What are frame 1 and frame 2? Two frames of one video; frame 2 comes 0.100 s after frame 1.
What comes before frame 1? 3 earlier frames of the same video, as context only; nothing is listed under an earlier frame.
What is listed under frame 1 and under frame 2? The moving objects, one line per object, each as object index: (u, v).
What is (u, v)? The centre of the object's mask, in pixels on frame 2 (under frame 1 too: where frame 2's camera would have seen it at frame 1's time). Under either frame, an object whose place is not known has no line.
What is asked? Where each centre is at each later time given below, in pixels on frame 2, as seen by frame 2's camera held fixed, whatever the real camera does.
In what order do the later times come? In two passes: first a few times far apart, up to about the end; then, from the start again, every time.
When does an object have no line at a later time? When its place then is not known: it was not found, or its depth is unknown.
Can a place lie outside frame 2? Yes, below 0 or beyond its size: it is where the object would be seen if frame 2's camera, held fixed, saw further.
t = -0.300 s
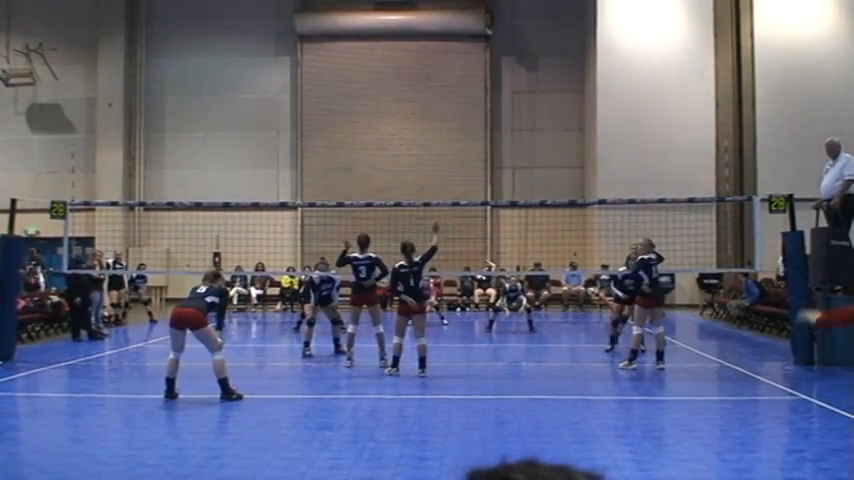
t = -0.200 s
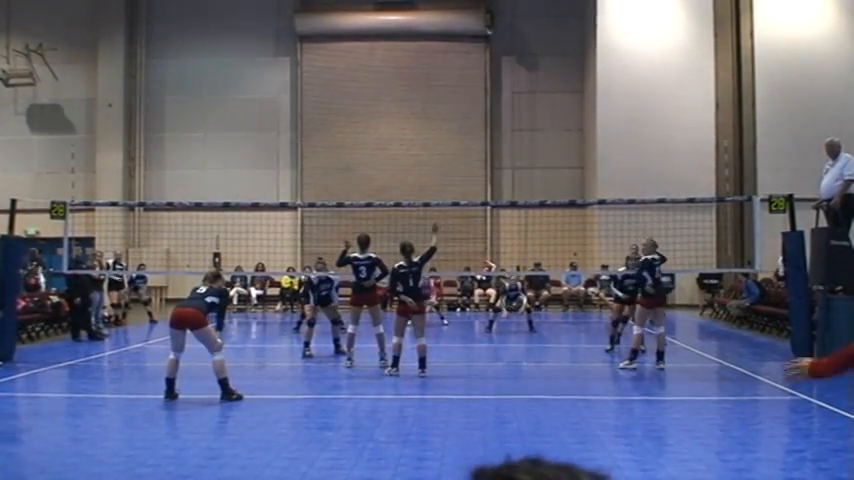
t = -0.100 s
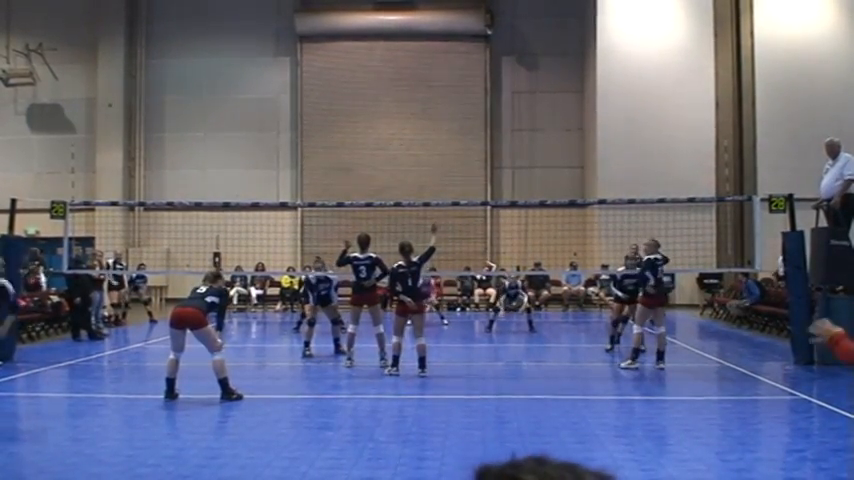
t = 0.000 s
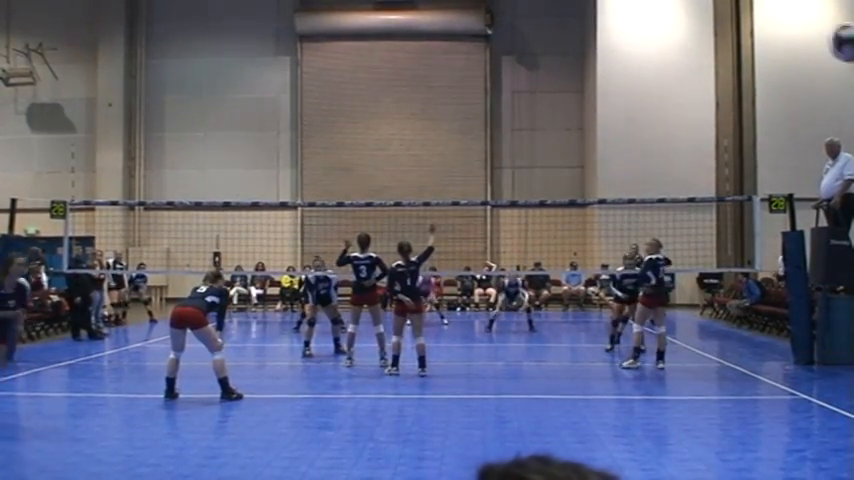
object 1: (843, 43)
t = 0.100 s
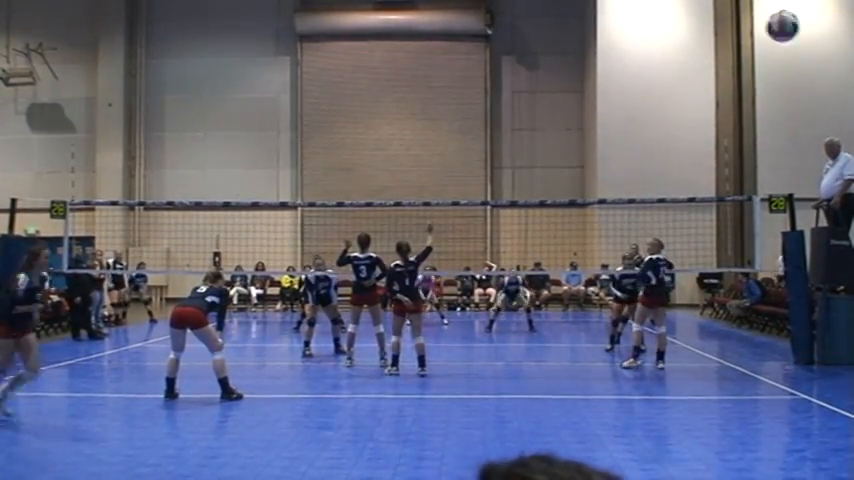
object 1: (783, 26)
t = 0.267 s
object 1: (717, 32)
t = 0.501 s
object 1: (666, 77)
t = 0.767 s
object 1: (630, 150)
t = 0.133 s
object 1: (765, 24)
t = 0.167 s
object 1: (751, 25)
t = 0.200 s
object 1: (739, 27)
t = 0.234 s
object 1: (727, 29)
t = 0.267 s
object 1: (717, 32)
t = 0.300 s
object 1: (708, 37)
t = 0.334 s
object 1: (700, 42)
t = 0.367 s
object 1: (692, 49)
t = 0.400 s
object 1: (685, 54)
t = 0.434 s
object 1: (678, 62)
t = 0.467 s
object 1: (672, 69)
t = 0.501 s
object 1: (666, 77)
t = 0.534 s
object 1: (660, 86)
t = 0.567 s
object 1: (655, 94)
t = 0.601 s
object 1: (650, 103)
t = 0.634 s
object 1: (645, 111)
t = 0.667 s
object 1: (641, 121)
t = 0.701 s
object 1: (637, 131)
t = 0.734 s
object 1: (633, 140)
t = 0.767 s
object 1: (630, 150)
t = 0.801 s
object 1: (627, 159)
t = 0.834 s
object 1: (624, 169)
